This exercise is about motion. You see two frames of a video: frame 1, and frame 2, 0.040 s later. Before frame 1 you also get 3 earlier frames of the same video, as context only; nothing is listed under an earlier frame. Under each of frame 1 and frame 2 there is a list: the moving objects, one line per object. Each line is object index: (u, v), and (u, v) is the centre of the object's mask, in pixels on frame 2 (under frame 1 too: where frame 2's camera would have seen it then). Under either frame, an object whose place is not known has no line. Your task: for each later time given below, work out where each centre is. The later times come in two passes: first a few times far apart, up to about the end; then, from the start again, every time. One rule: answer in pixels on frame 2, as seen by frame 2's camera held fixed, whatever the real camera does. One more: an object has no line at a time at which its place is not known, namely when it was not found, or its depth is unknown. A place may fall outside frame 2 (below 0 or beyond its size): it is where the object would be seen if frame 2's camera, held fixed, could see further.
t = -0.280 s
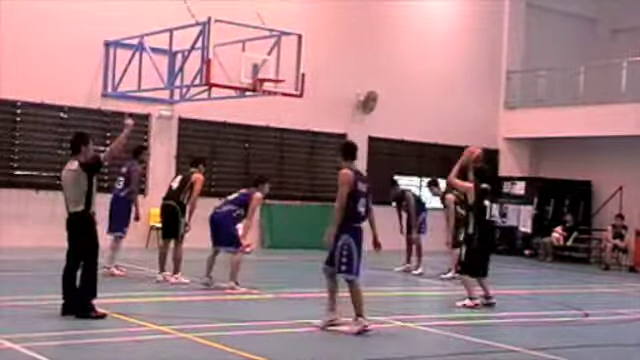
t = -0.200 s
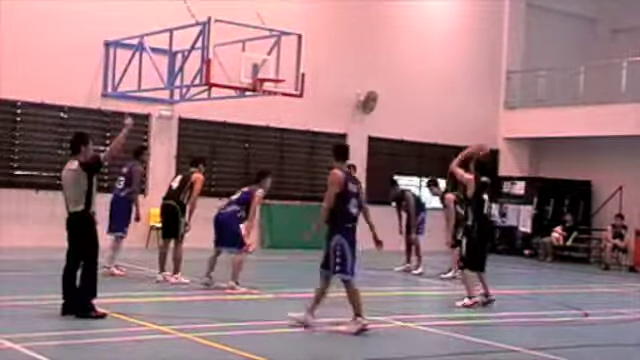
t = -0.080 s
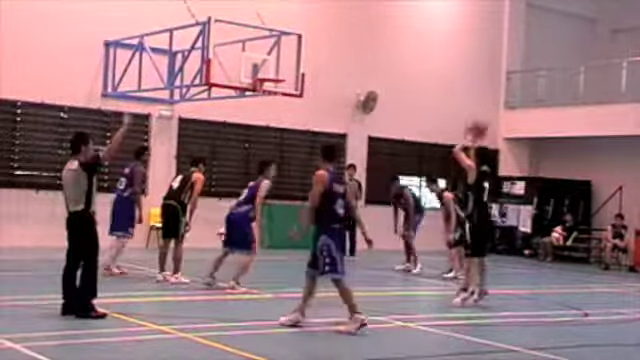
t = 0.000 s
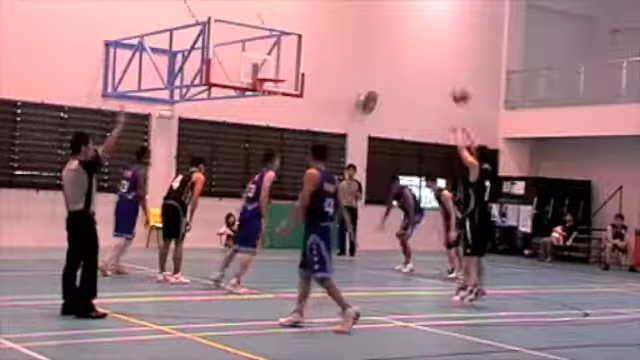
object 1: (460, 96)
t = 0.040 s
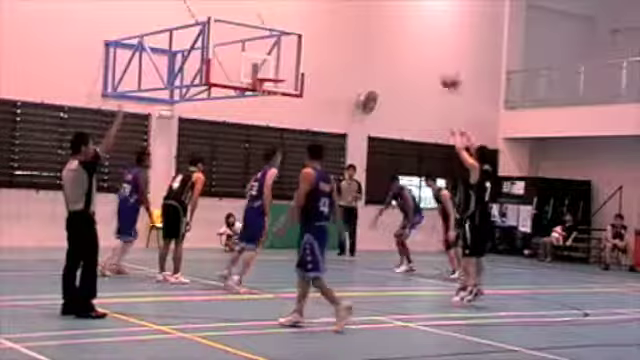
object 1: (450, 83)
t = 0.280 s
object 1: (395, 26)
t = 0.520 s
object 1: (346, 18)
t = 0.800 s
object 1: (293, 55)
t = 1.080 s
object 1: (269, 67)
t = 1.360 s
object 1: (269, 61)
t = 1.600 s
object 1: (279, 68)
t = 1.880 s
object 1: (276, 71)
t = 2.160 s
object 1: (271, 70)
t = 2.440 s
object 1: (265, 74)
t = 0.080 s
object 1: (440, 70)
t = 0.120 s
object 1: (430, 58)
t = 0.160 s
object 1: (421, 48)
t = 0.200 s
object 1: (413, 40)
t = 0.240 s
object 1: (404, 32)
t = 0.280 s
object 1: (395, 26)
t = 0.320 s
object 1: (386, 22)
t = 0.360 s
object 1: (378, 17)
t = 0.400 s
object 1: (370, 15)
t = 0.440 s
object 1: (362, 15)
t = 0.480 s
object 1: (353, 17)
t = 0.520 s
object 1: (346, 18)
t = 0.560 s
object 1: (338, 20)
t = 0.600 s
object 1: (330, 24)
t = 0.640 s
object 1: (323, 29)
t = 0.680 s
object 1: (316, 34)
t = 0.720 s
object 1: (309, 40)
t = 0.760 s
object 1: (301, 47)
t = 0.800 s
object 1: (293, 55)
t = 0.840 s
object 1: (286, 63)
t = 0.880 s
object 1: (280, 73)
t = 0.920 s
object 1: (278, 70)
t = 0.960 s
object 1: (276, 68)
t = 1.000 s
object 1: (273, 67)
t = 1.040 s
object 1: (271, 67)
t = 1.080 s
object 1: (269, 67)
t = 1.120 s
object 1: (267, 68)
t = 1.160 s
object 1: (266, 68)
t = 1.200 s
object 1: (263, 67)
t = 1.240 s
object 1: (266, 64)
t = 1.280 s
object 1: (267, 62)
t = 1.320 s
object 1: (269, 61)
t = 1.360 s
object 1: (269, 61)
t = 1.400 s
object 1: (273, 62)
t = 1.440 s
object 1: (276, 64)
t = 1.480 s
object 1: (278, 66)
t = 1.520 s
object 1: (279, 68)
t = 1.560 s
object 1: (279, 68)
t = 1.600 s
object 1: (279, 68)
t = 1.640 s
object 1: (279, 67)
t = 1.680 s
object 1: (278, 66)
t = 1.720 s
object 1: (278, 66)
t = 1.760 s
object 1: (278, 66)
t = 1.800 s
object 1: (278, 66)
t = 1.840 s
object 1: (276, 69)
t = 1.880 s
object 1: (276, 71)
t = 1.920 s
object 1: (275, 71)
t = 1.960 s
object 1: (275, 69)
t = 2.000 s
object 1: (274, 69)
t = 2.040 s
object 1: (274, 69)
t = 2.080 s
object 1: (273, 69)
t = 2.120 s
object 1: (271, 70)
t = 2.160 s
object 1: (271, 70)
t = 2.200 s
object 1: (270, 69)
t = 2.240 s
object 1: (270, 69)
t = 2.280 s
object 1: (269, 70)
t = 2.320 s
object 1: (268, 71)
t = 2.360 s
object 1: (267, 72)
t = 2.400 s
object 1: (266, 73)
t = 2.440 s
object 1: (265, 74)
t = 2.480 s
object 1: (264, 78)
